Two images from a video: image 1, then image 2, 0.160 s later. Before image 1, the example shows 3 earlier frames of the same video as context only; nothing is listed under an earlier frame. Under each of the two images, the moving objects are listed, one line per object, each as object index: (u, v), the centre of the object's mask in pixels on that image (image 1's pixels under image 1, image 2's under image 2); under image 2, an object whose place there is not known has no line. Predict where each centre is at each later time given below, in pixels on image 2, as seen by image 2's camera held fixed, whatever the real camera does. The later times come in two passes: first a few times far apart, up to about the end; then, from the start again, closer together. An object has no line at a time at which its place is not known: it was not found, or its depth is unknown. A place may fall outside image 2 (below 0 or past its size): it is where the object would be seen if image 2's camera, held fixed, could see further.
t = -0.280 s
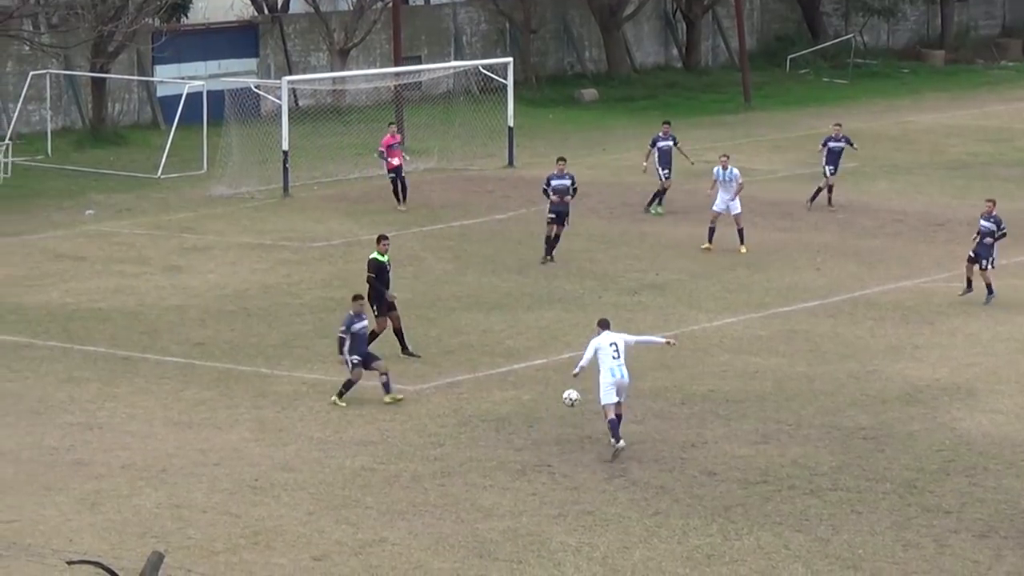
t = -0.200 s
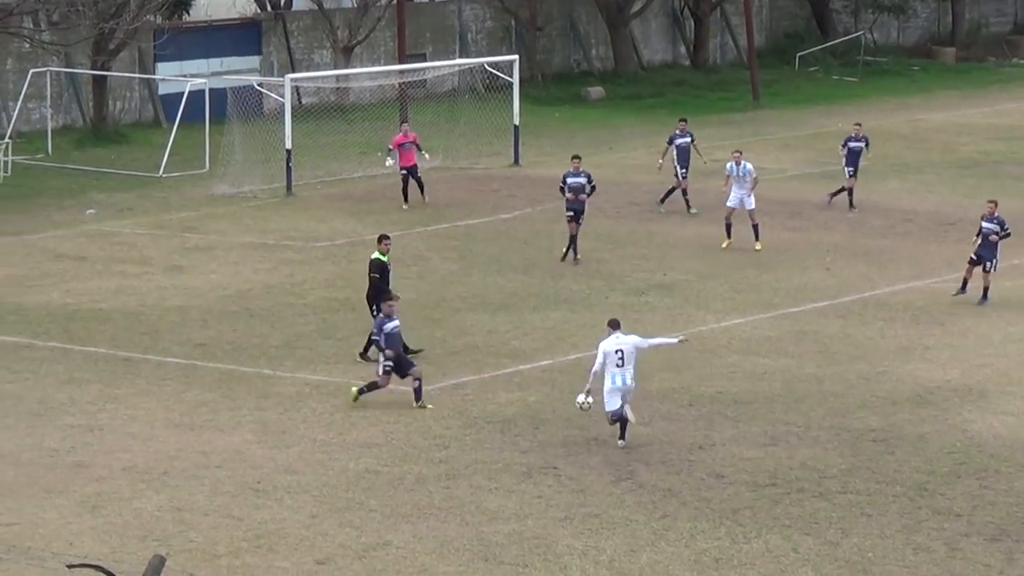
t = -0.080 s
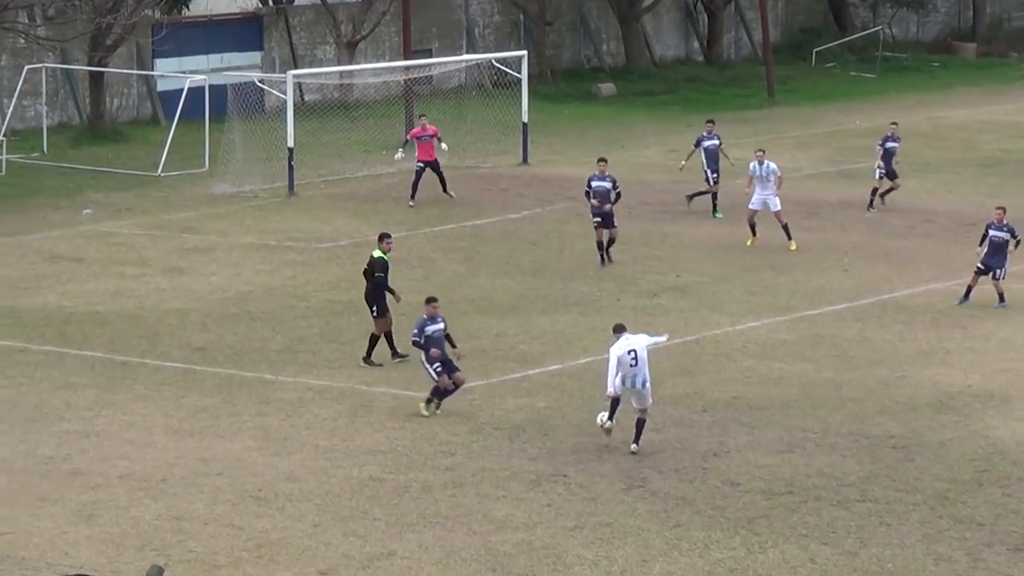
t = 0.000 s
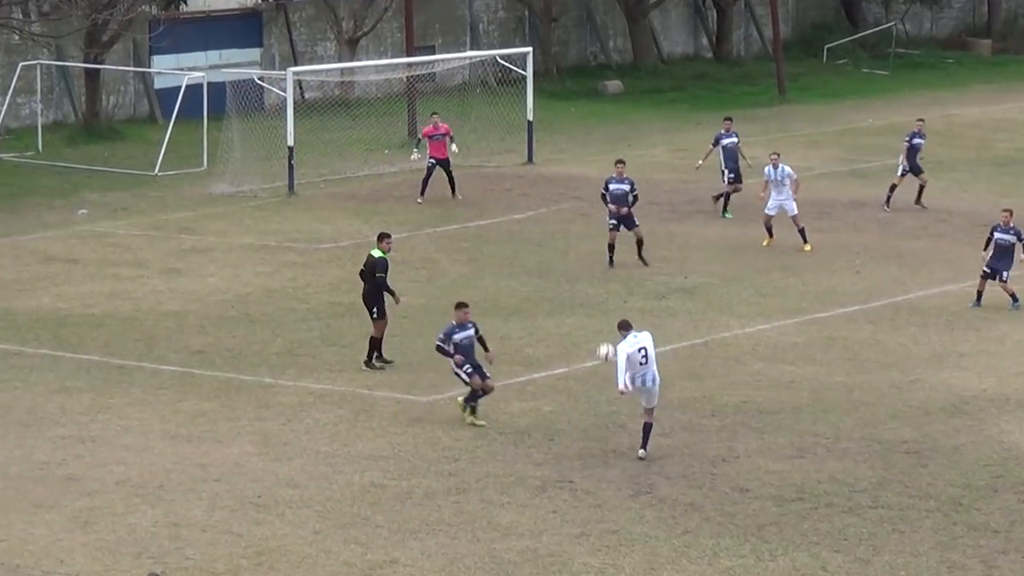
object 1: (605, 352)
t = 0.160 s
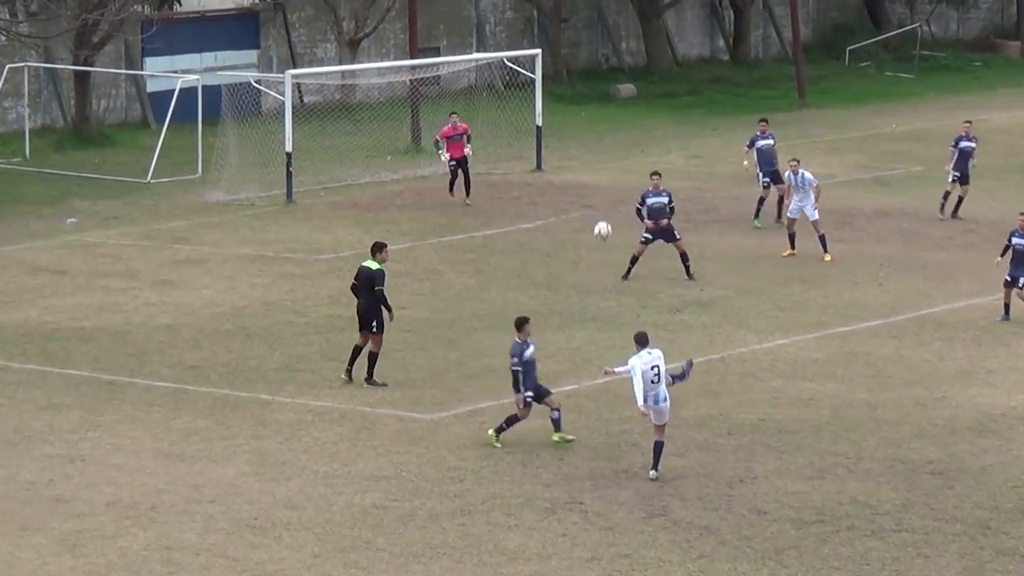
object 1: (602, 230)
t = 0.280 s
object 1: (593, 148)
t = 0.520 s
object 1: (564, 29)
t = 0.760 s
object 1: (533, -36)
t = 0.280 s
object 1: (593, 148)
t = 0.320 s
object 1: (589, 124)
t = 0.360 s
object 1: (584, 103)
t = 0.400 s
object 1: (579, 81)
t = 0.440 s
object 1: (574, 63)
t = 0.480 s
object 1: (569, 44)
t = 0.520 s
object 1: (564, 29)
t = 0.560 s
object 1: (559, 15)
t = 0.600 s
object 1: (554, 3)
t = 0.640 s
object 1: (549, -9)
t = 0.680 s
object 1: (544, -19)
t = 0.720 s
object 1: (538, -27)
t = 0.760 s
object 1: (533, -36)
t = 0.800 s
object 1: (527, -46)
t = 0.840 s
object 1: (521, -54)
